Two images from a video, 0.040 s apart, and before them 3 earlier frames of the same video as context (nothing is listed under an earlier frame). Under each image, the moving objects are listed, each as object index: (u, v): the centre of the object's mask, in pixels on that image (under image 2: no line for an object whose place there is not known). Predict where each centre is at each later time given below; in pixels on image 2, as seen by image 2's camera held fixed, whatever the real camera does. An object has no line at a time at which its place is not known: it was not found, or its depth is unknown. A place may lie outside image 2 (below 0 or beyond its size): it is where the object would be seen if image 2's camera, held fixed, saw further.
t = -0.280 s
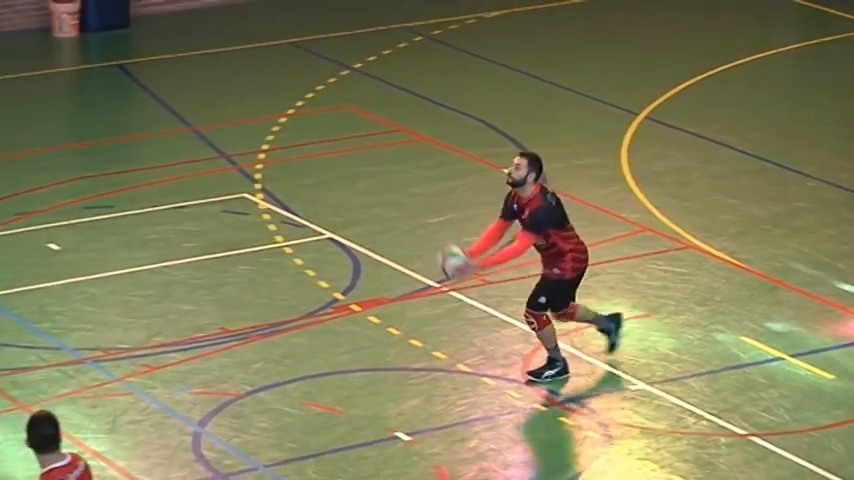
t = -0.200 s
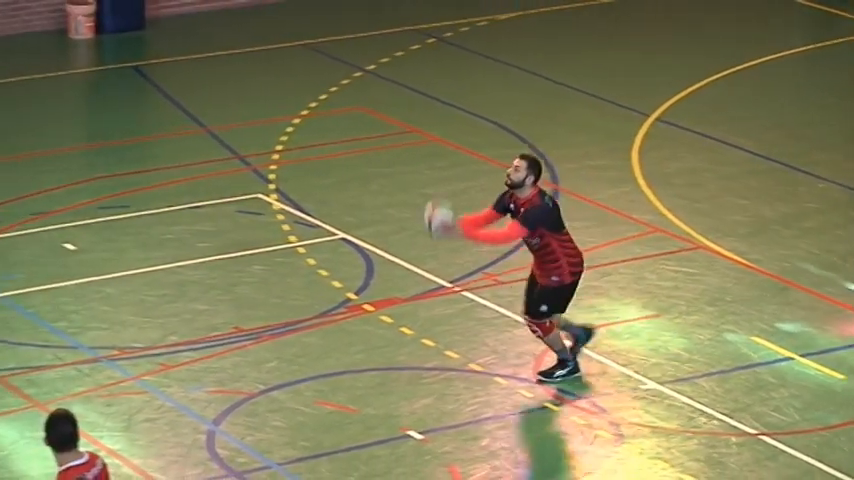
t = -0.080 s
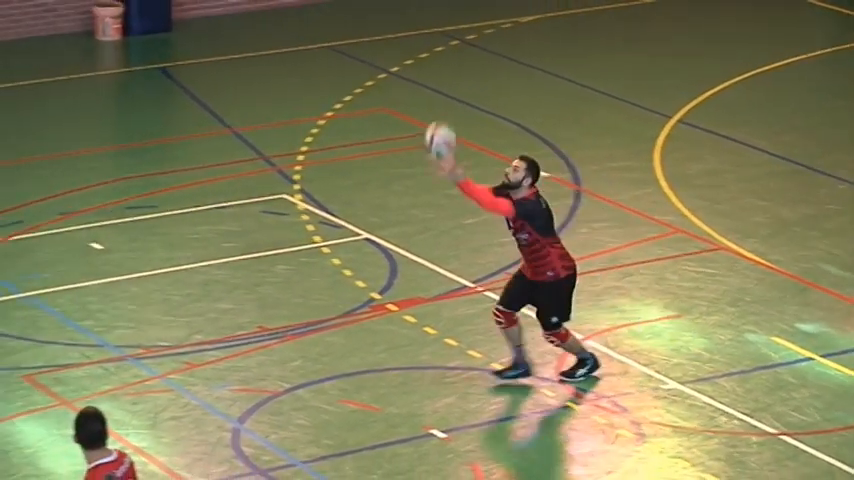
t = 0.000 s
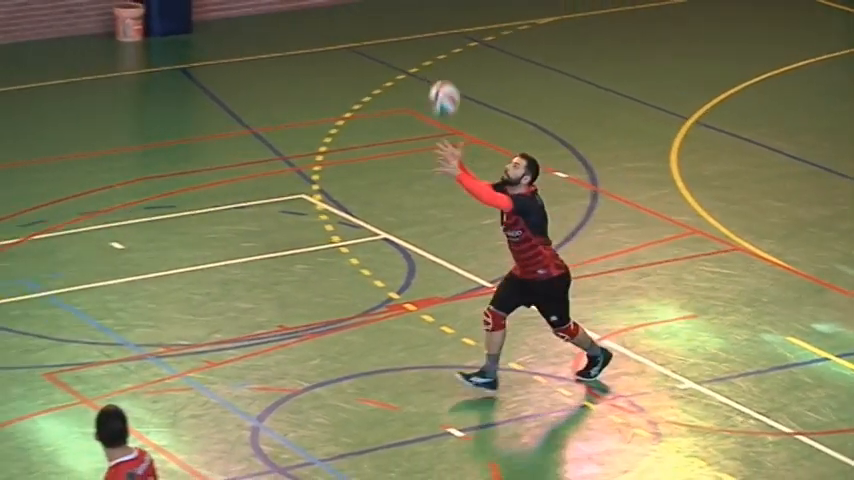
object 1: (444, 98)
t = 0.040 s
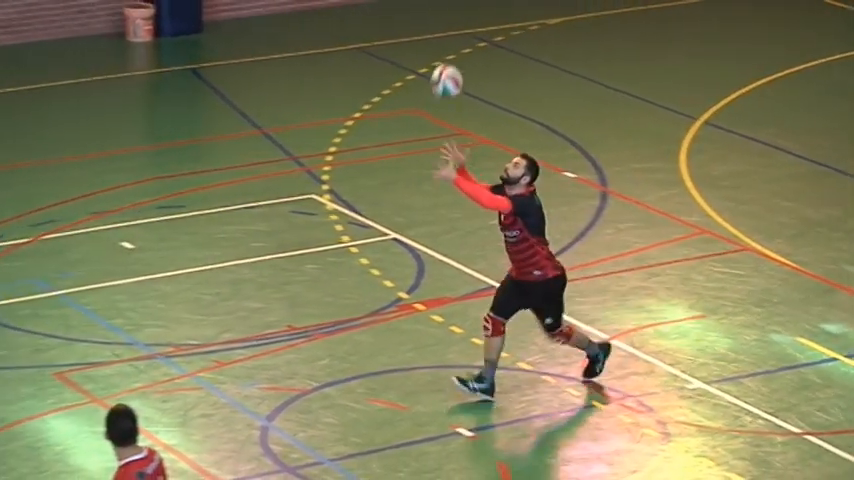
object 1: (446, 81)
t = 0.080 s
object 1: (439, 65)
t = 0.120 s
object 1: (432, 52)
